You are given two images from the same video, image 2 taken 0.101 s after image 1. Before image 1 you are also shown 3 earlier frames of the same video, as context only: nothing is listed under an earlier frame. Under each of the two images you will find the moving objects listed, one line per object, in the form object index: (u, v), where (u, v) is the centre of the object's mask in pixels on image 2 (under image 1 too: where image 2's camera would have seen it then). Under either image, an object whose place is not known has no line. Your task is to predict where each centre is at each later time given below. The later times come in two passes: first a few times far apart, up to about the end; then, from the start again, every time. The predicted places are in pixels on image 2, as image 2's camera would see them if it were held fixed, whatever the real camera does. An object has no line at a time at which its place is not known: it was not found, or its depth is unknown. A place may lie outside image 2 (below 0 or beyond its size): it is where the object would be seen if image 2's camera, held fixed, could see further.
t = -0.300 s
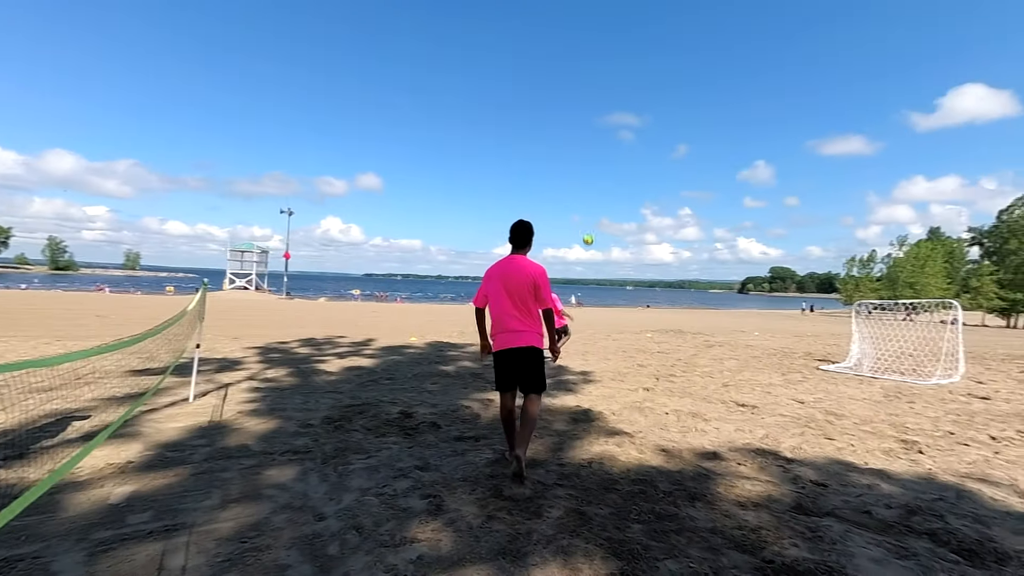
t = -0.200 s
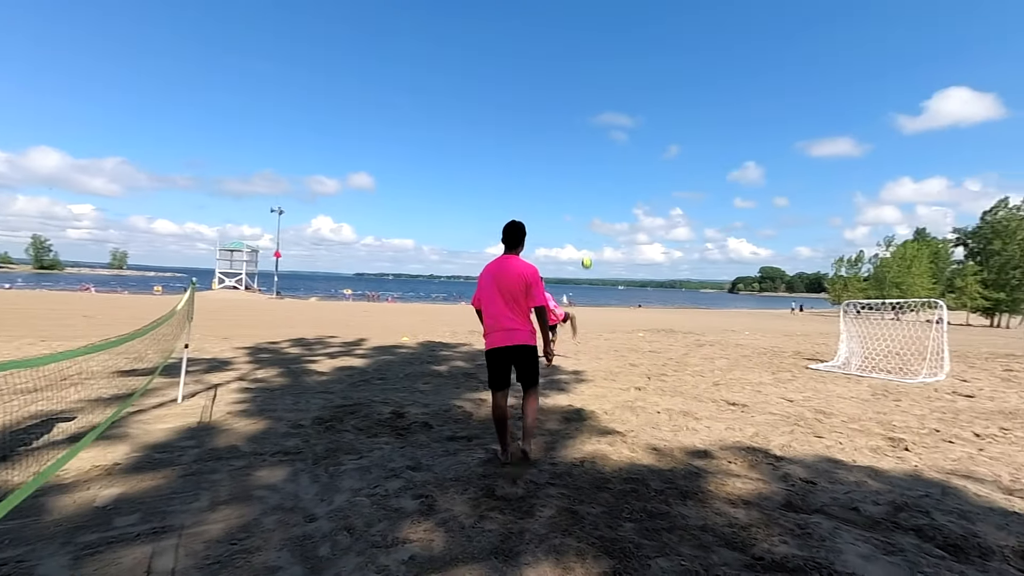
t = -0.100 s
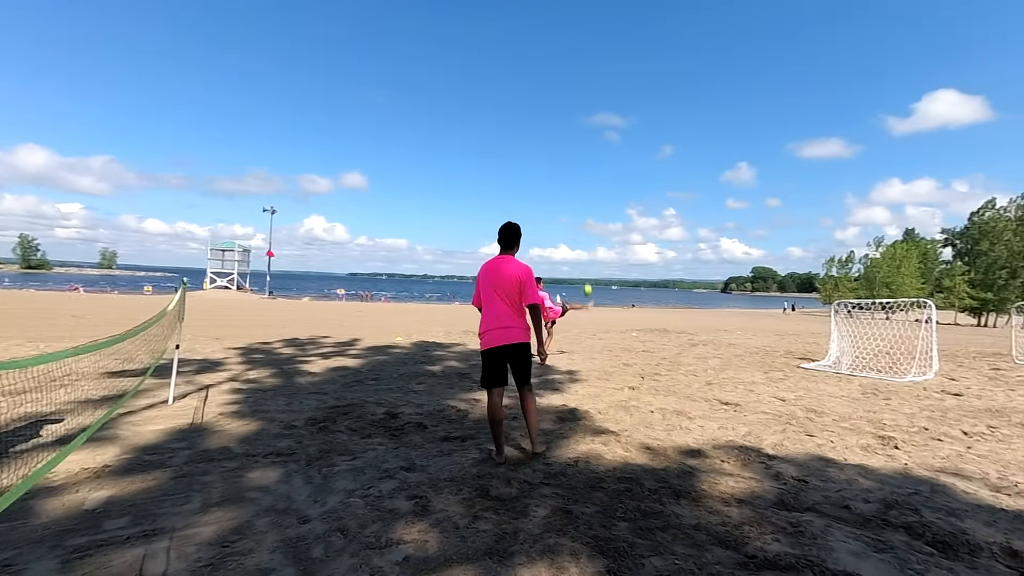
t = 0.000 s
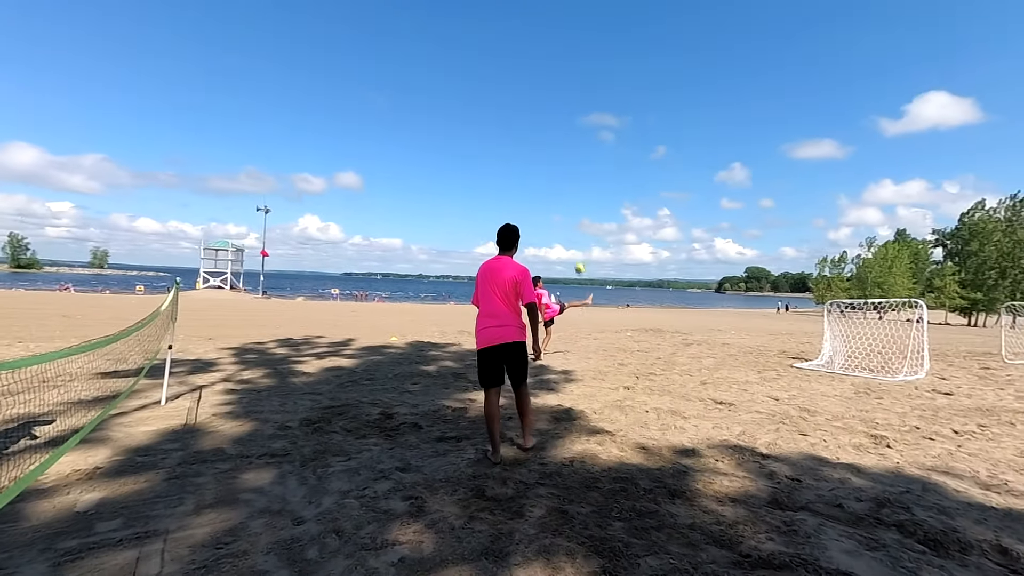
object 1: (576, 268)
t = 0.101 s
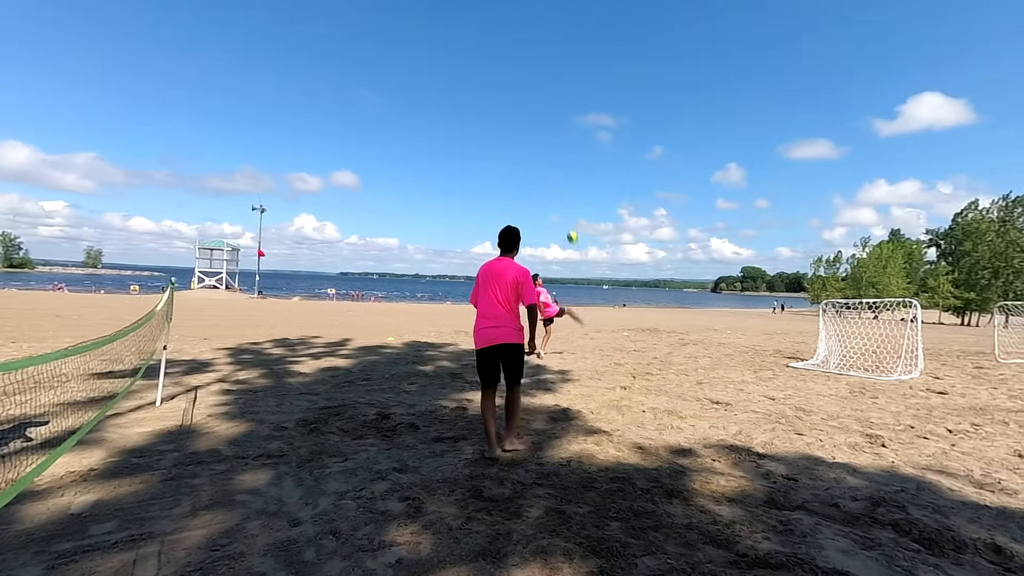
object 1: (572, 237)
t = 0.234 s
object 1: (567, 200)
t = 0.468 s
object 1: (558, 152)
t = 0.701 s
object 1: (547, 127)
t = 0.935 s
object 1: (536, 134)
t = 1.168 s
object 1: (522, 183)
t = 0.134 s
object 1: (571, 227)
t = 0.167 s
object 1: (570, 218)
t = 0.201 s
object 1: (568, 208)
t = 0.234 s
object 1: (567, 200)
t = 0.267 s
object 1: (566, 192)
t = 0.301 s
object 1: (564, 184)
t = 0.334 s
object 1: (563, 176)
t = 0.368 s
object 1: (562, 169)
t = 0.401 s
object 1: (560, 163)
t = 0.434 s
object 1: (559, 156)
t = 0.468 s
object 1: (558, 152)
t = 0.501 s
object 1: (556, 146)
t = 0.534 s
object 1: (555, 141)
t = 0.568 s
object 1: (554, 137)
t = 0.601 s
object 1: (552, 134)
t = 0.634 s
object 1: (551, 131)
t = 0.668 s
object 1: (549, 129)
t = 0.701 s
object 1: (547, 127)
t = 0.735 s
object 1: (546, 126)
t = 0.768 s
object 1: (544, 126)
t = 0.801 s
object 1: (543, 126)
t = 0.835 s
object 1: (541, 127)
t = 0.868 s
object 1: (539, 129)
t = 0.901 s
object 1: (538, 131)
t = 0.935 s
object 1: (536, 134)
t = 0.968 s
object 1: (534, 138)
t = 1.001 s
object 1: (532, 143)
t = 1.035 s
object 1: (530, 150)
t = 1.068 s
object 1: (528, 156)
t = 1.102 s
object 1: (526, 165)
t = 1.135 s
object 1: (524, 174)
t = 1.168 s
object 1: (522, 183)
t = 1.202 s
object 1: (520, 194)
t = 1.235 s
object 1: (517, 206)
